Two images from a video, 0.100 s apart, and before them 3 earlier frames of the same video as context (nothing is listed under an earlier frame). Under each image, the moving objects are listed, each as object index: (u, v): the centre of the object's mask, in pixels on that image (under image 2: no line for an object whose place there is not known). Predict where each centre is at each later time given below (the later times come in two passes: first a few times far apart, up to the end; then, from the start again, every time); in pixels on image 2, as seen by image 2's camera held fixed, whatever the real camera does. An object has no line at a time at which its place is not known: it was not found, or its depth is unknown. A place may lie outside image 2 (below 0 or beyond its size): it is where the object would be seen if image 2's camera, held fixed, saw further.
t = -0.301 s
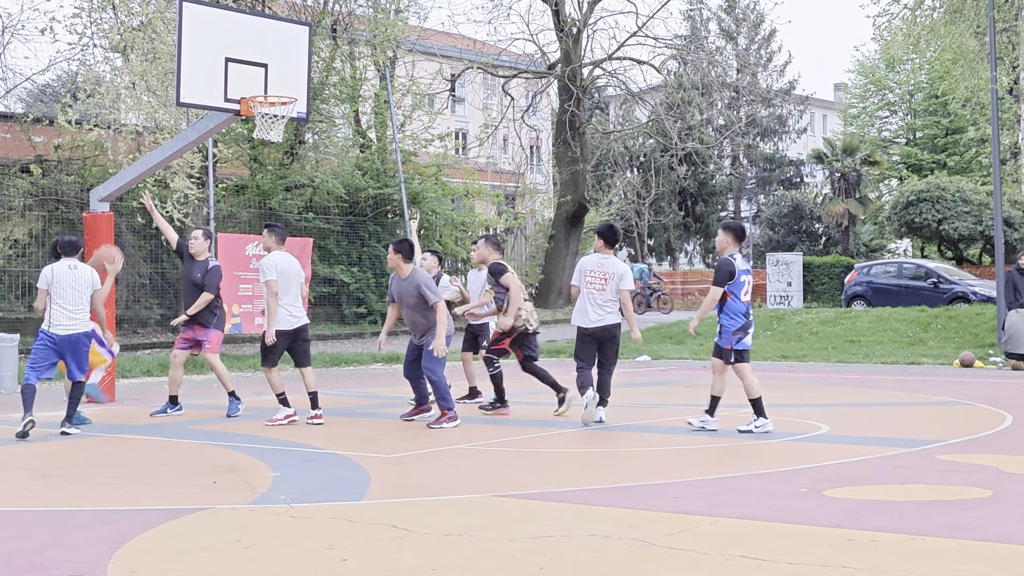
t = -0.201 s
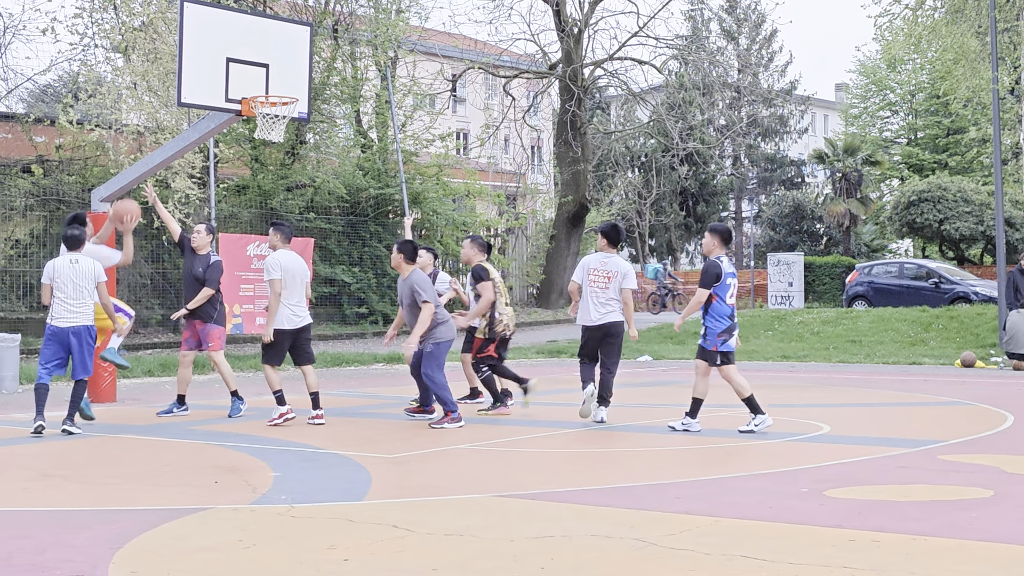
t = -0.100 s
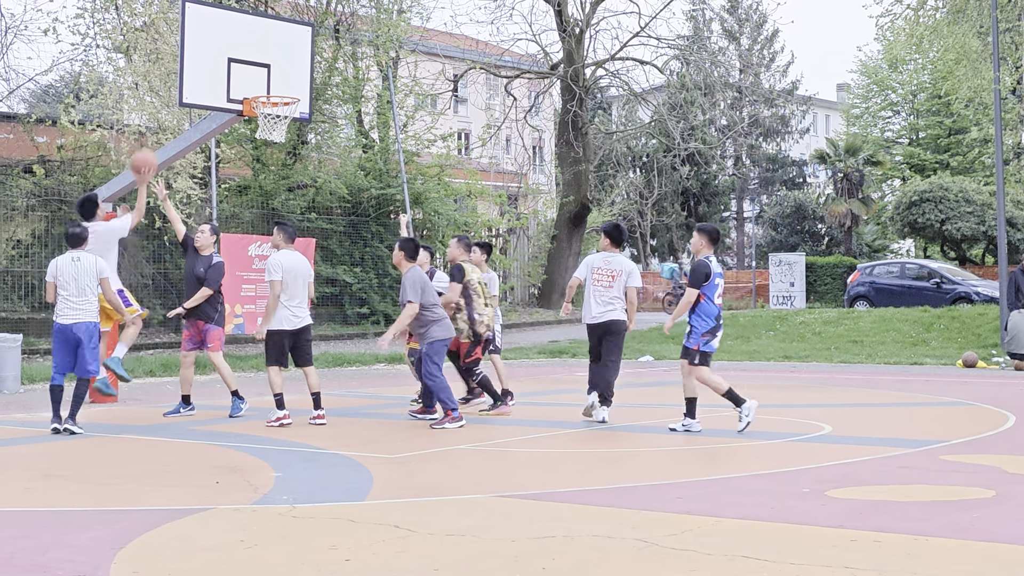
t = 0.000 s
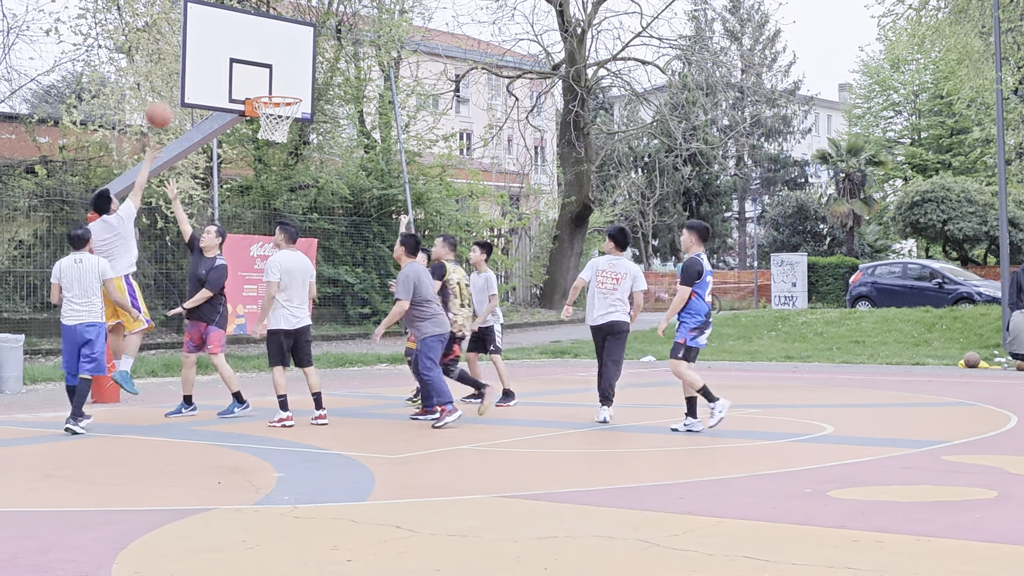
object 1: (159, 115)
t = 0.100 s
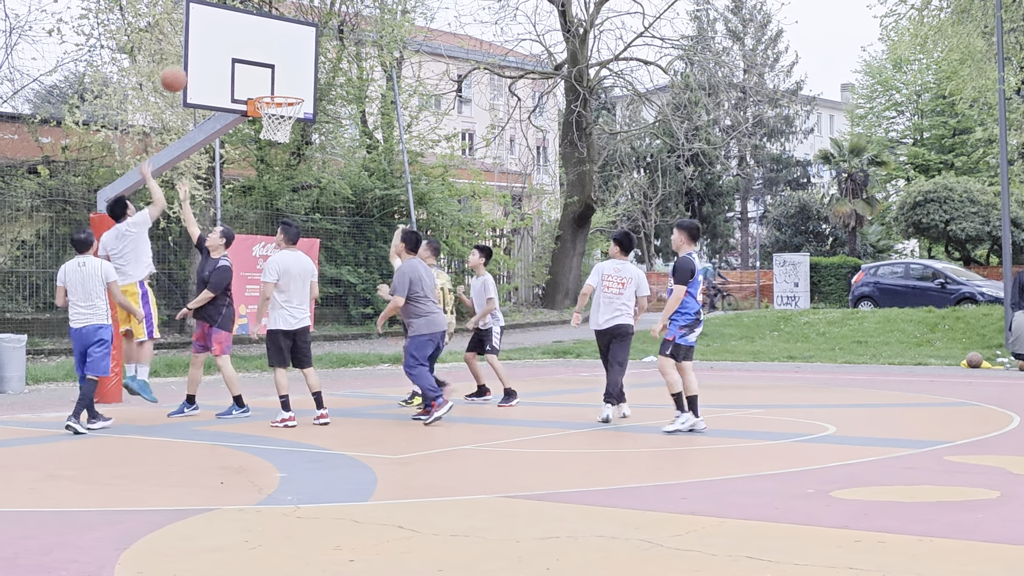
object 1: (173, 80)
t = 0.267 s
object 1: (192, 45)
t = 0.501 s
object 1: (233, 59)
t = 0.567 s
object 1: (244, 73)
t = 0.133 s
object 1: (177, 70)
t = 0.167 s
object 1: (180, 62)
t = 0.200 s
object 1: (185, 55)
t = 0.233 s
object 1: (188, 50)
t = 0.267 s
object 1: (192, 45)
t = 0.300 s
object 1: (195, 43)
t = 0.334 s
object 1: (202, 43)
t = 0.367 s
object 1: (208, 44)
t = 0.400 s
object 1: (215, 46)
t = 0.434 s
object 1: (221, 49)
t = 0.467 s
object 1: (226, 54)
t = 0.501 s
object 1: (233, 59)
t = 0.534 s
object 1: (239, 66)
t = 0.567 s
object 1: (244, 73)
